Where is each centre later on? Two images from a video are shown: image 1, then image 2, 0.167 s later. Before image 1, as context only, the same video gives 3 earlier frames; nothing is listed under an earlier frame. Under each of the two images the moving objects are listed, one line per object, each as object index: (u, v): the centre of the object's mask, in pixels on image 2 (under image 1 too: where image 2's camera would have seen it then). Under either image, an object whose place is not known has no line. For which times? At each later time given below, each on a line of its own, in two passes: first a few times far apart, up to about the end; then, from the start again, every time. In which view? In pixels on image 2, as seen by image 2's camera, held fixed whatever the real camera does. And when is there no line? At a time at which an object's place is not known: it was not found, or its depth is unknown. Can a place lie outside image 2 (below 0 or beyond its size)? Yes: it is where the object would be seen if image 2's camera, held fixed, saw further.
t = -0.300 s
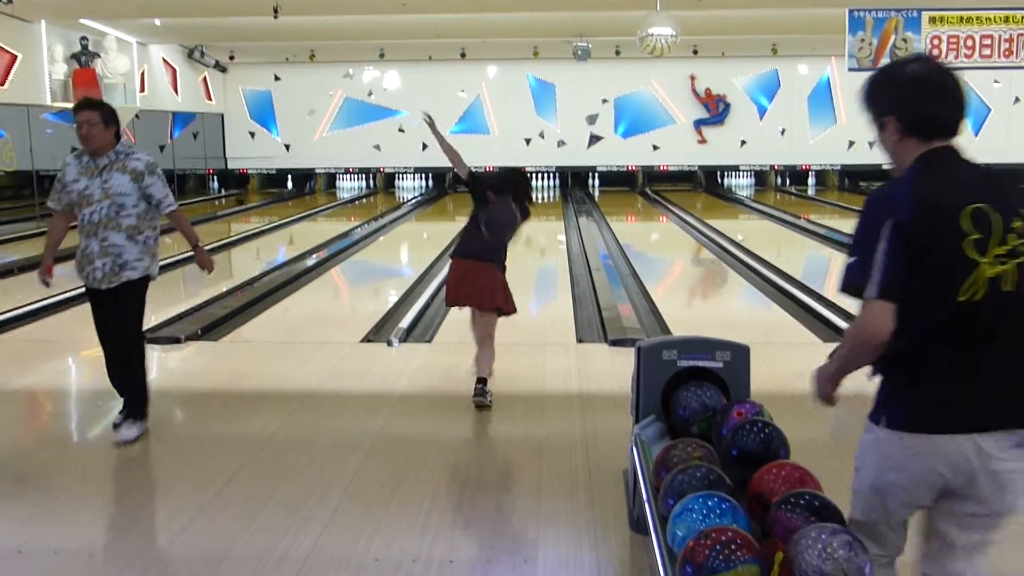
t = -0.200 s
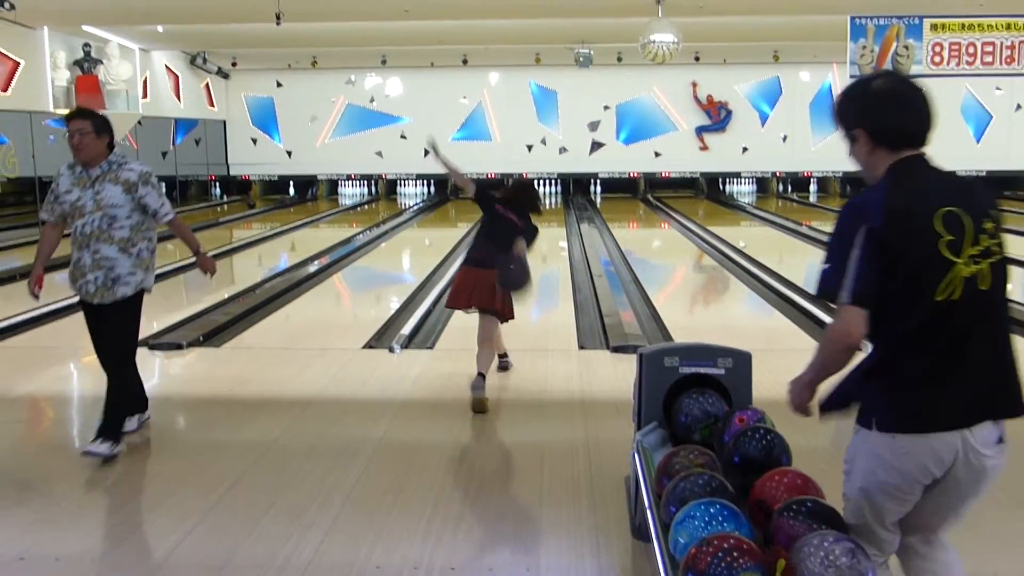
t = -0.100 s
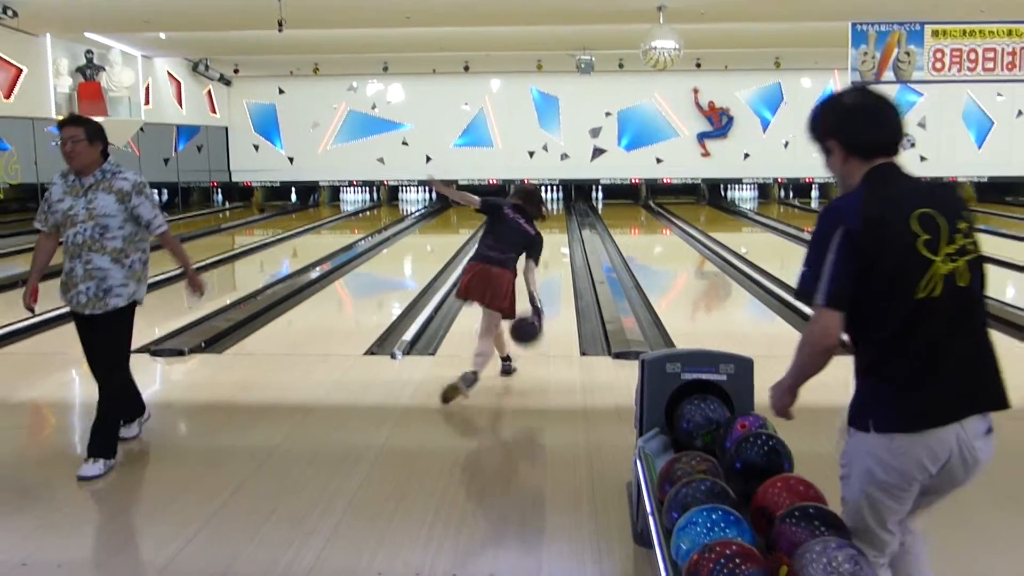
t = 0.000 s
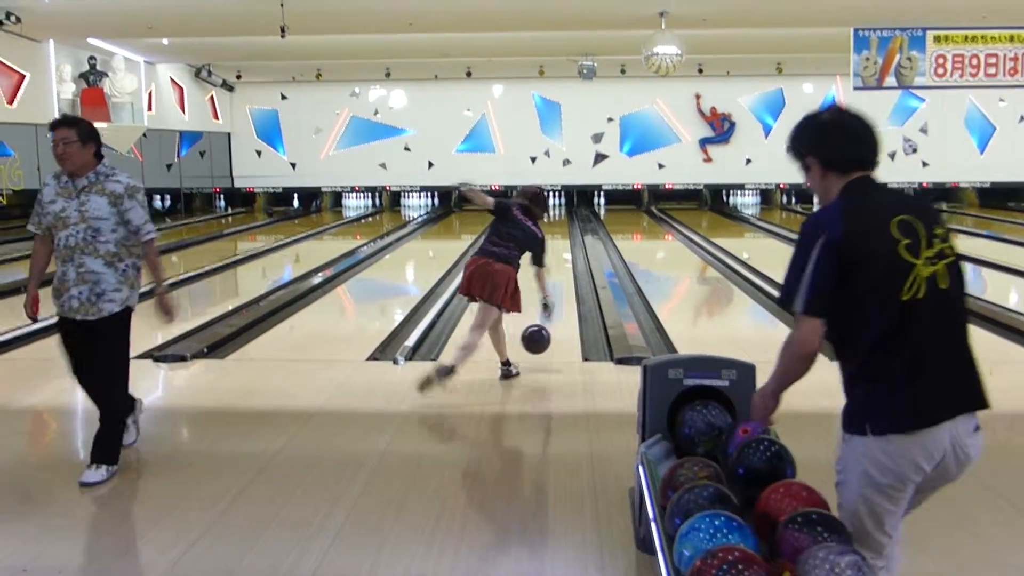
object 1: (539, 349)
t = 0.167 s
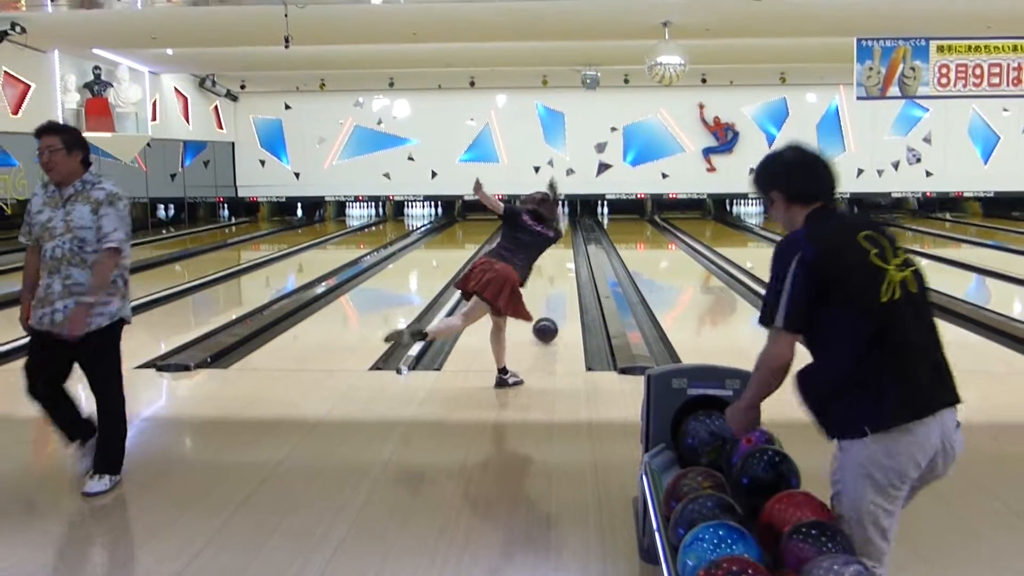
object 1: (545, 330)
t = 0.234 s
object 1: (547, 319)
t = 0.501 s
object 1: (553, 289)
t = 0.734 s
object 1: (555, 272)
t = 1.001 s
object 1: (557, 256)
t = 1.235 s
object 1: (558, 245)
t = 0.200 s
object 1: (546, 324)
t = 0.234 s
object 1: (547, 319)
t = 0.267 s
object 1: (548, 316)
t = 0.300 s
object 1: (549, 312)
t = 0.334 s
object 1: (550, 307)
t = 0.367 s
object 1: (551, 303)
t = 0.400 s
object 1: (551, 299)
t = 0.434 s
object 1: (552, 296)
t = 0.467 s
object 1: (552, 292)
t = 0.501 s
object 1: (553, 289)
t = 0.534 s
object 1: (553, 286)
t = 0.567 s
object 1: (553, 284)
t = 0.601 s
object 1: (554, 283)
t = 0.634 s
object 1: (558, 279)
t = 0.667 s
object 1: (556, 275)
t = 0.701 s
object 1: (555, 273)
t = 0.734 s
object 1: (555, 272)
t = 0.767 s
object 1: (555, 270)
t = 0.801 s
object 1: (556, 268)
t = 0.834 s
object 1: (556, 266)
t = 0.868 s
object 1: (556, 264)
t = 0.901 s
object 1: (556, 262)
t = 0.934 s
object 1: (557, 260)
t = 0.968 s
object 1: (557, 258)
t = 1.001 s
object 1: (557, 256)
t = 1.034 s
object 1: (557, 254)
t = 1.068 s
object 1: (557, 253)
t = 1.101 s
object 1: (557, 251)
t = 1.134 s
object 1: (557, 250)
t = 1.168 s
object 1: (557, 248)
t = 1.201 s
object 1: (558, 247)
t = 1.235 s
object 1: (558, 245)
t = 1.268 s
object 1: (558, 244)
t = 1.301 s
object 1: (558, 243)
